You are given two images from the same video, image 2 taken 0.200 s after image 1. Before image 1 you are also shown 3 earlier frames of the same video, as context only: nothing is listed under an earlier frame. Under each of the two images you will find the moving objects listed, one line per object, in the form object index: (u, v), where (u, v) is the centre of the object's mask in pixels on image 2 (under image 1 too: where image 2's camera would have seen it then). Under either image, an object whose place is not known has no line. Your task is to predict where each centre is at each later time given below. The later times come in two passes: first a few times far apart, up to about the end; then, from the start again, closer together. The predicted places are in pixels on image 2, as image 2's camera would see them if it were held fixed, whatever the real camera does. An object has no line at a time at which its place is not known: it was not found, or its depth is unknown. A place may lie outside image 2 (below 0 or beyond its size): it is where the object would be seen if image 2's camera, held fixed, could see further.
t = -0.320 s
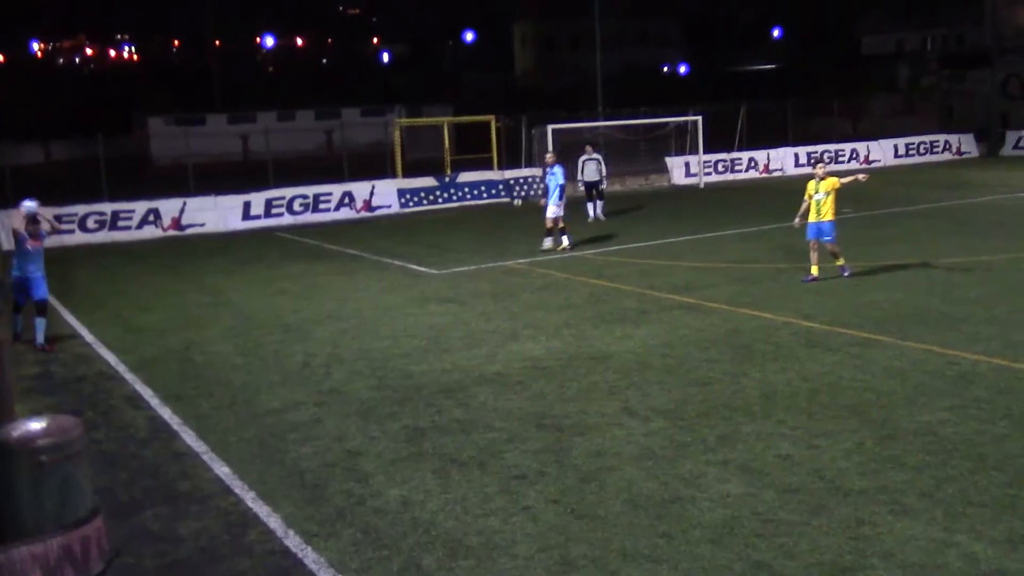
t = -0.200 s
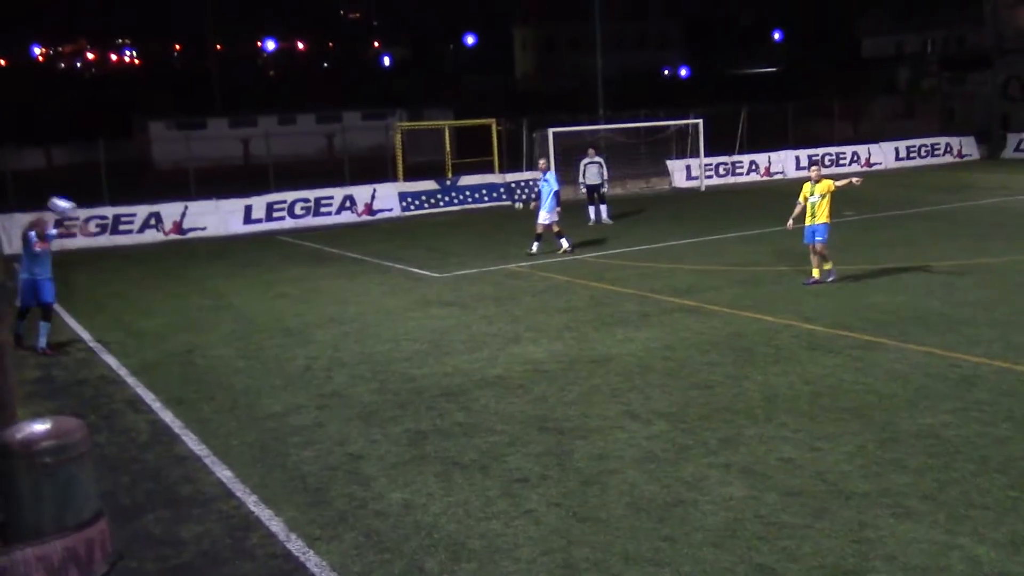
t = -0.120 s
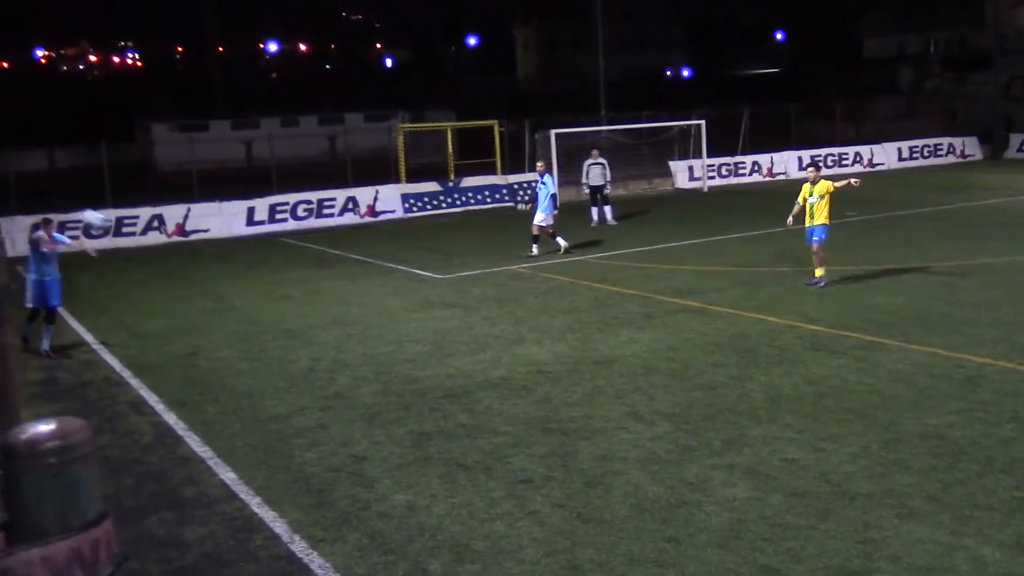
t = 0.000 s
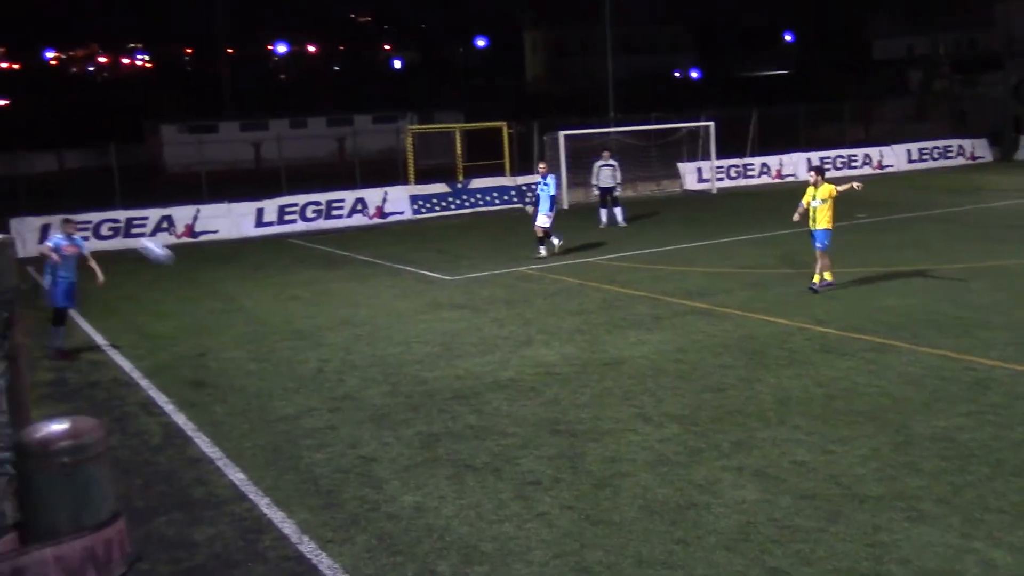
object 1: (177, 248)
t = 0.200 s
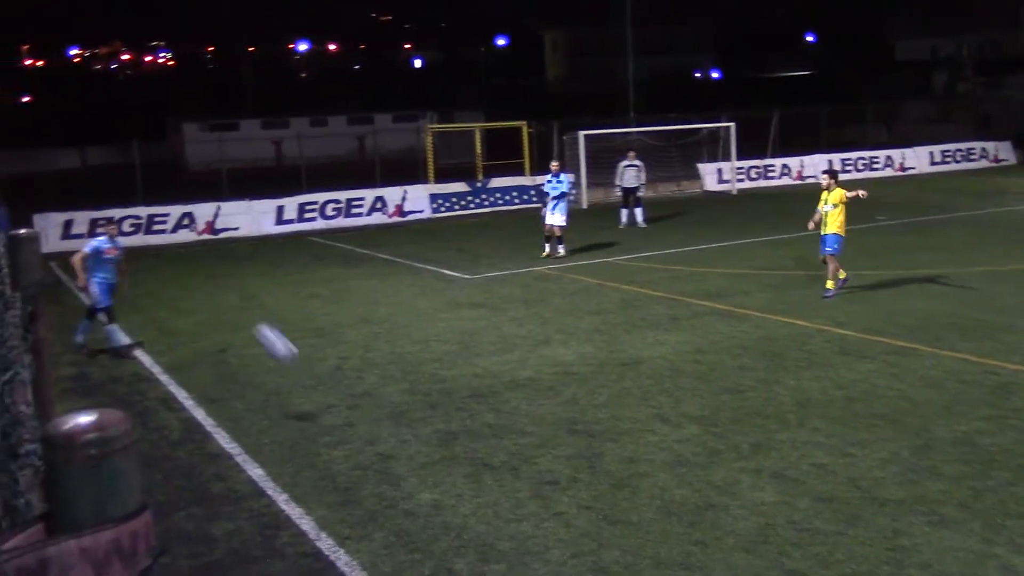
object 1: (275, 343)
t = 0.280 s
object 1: (327, 405)
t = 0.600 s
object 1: (427, 342)
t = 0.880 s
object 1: (538, 356)
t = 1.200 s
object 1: (715, 549)
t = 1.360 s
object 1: (839, 551)
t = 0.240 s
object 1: (299, 370)
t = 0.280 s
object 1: (327, 405)
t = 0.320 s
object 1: (348, 422)
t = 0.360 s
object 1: (358, 408)
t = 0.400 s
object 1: (368, 392)
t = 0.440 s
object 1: (380, 379)
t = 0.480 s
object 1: (391, 367)
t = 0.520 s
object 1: (402, 357)
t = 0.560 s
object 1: (415, 348)
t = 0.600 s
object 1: (427, 342)
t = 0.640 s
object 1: (441, 338)
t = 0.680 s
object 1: (456, 335)
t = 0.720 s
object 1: (471, 335)
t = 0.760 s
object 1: (487, 336)
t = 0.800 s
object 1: (504, 340)
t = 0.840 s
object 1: (520, 347)
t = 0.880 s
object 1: (538, 356)
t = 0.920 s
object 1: (557, 368)
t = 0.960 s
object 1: (578, 383)
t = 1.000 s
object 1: (598, 401)
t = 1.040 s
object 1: (620, 423)
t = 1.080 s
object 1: (643, 449)
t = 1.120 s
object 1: (667, 478)
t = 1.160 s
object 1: (690, 511)
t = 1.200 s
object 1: (715, 549)
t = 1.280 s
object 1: (772, 572)
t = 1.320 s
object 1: (805, 560)
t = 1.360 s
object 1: (839, 551)
